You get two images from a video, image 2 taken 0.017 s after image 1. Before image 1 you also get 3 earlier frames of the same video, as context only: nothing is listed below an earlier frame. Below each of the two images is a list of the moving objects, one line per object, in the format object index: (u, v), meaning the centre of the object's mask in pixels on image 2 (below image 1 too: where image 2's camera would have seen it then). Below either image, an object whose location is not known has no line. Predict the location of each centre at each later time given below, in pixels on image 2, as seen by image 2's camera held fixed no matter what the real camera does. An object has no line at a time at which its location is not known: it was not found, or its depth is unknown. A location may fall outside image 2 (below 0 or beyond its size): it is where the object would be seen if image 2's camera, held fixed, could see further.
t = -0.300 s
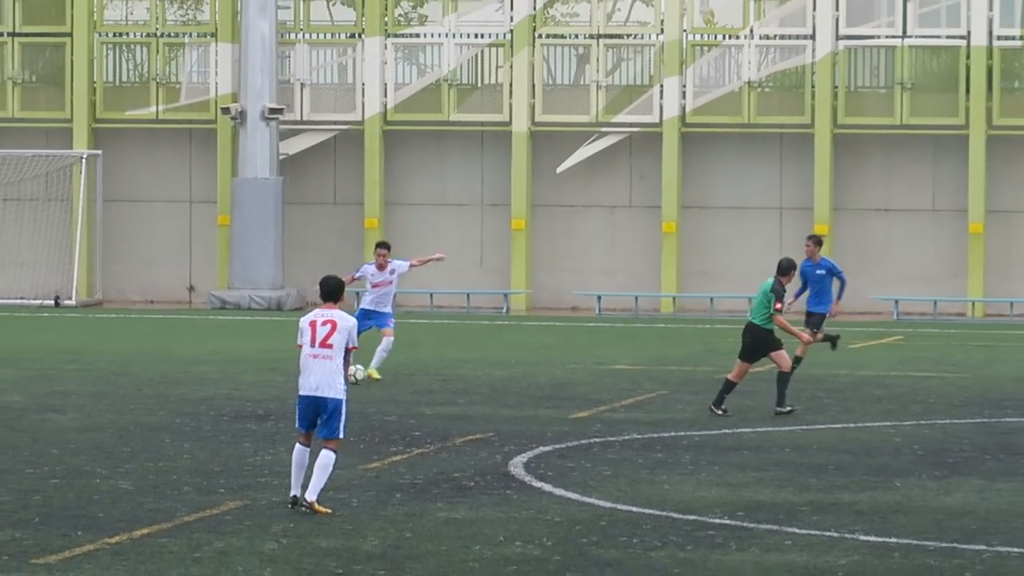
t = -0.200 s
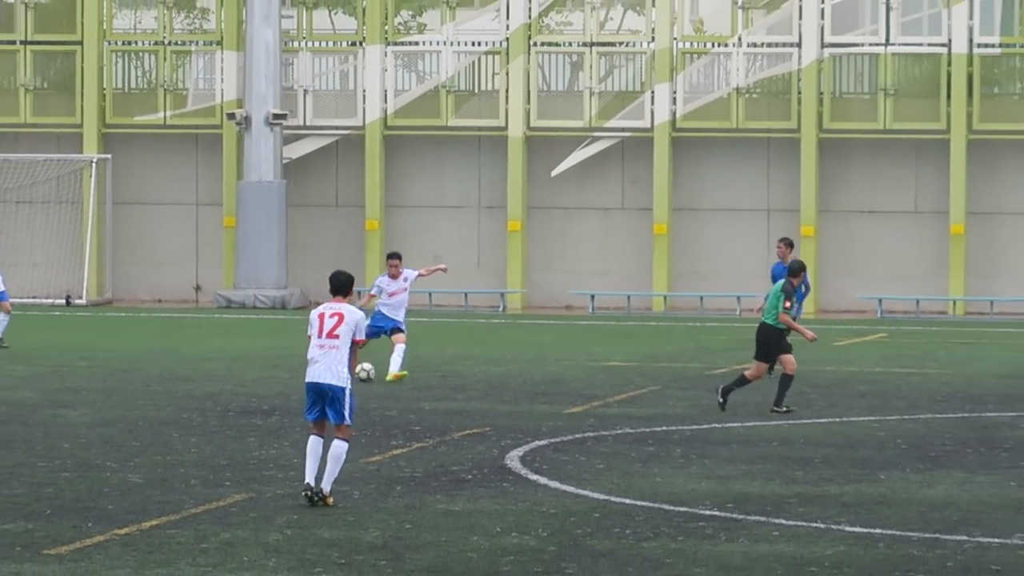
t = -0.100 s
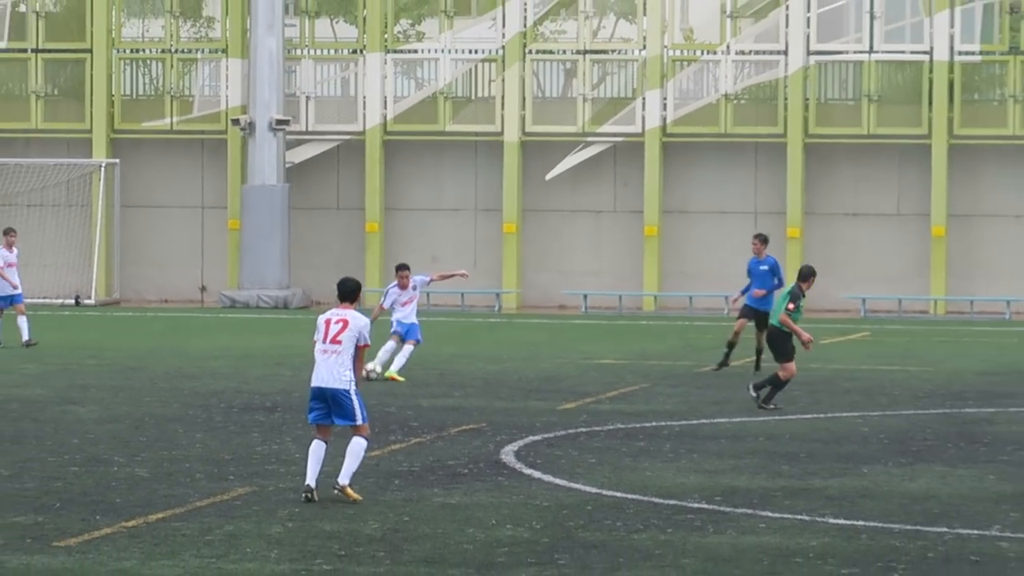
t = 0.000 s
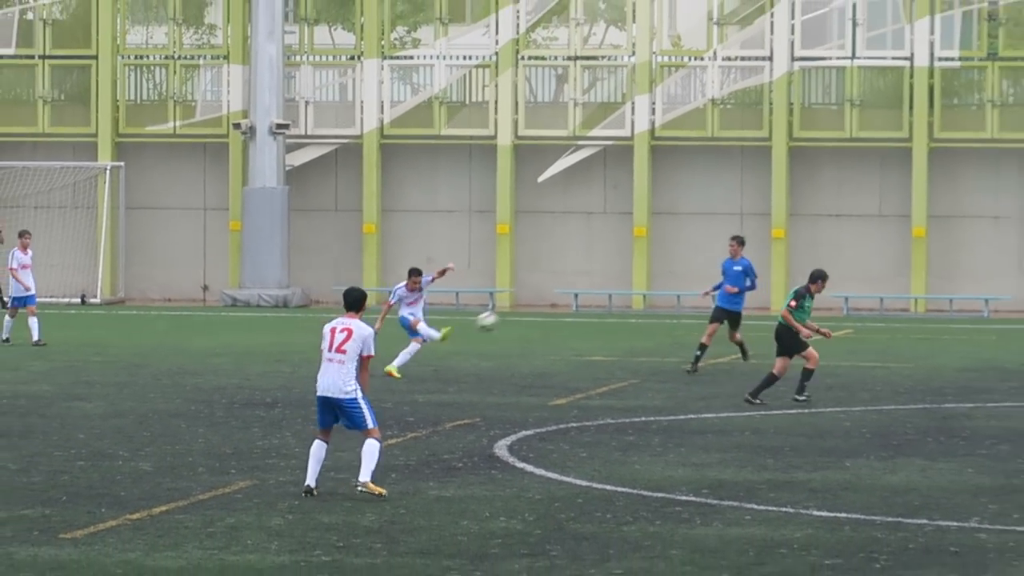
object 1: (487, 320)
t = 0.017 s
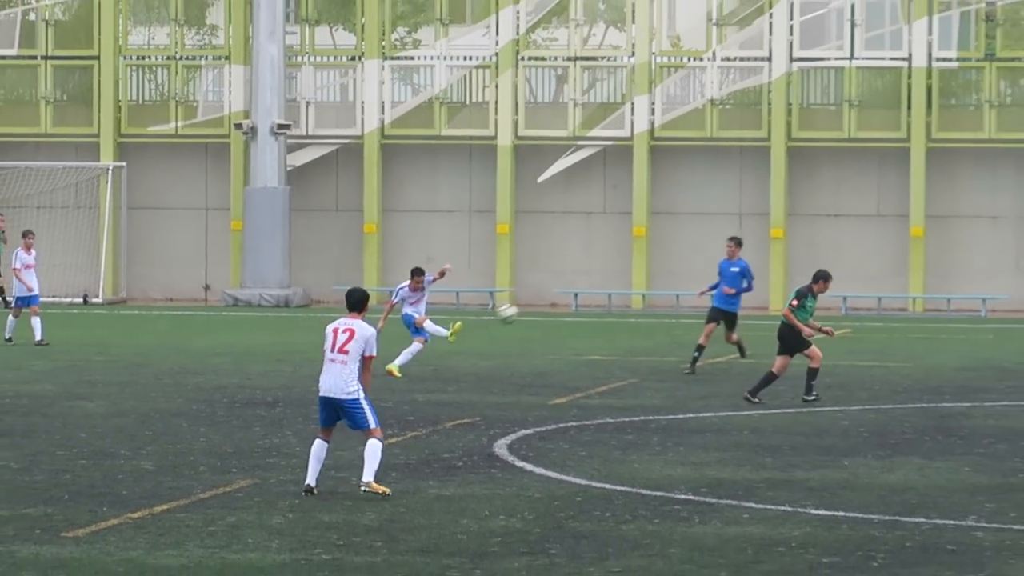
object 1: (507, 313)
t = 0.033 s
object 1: (530, 305)
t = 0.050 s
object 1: (551, 300)
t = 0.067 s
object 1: (572, 290)
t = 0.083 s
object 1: (593, 285)
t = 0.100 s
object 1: (615, 279)
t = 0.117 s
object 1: (636, 272)
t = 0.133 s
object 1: (657, 265)
